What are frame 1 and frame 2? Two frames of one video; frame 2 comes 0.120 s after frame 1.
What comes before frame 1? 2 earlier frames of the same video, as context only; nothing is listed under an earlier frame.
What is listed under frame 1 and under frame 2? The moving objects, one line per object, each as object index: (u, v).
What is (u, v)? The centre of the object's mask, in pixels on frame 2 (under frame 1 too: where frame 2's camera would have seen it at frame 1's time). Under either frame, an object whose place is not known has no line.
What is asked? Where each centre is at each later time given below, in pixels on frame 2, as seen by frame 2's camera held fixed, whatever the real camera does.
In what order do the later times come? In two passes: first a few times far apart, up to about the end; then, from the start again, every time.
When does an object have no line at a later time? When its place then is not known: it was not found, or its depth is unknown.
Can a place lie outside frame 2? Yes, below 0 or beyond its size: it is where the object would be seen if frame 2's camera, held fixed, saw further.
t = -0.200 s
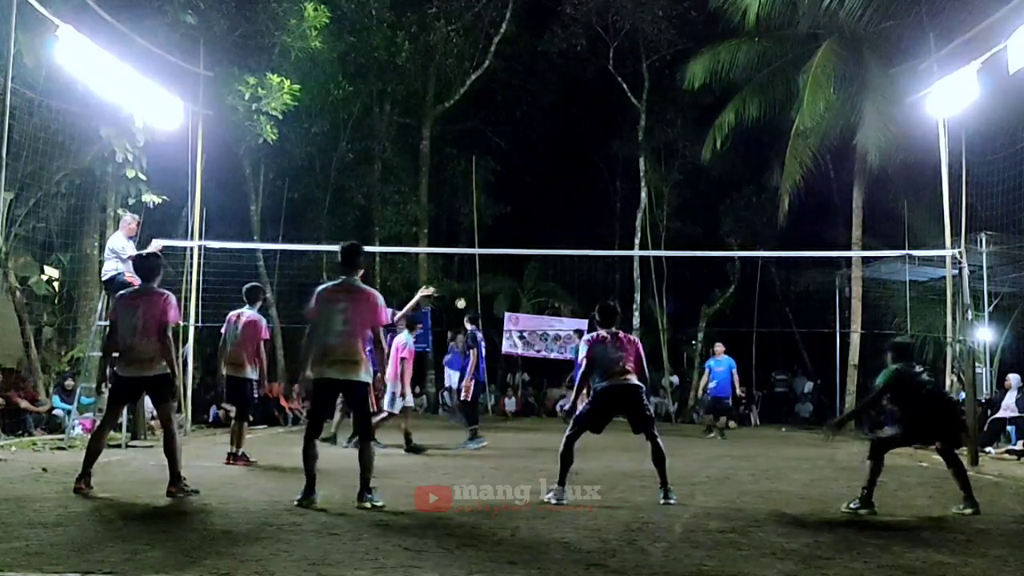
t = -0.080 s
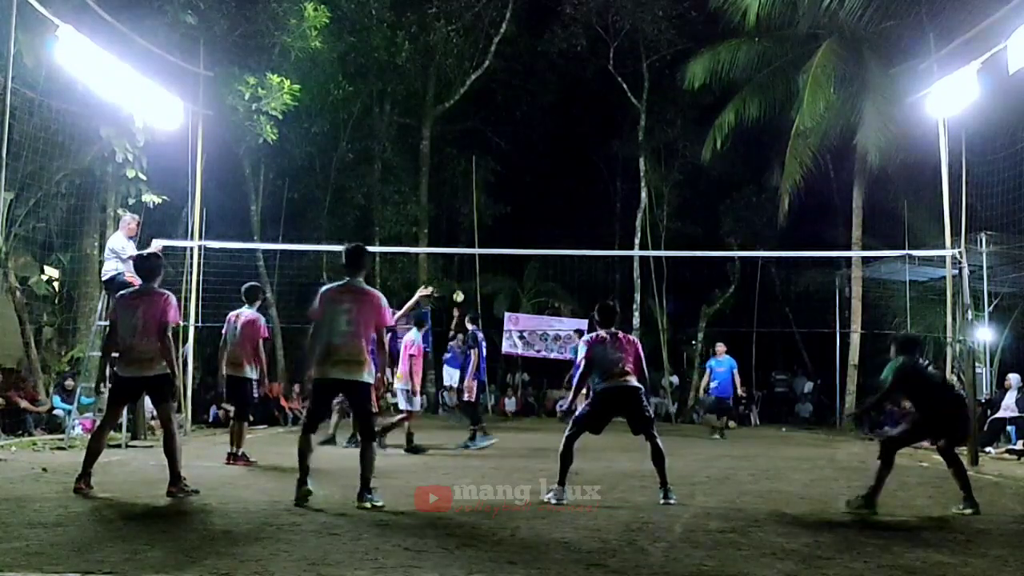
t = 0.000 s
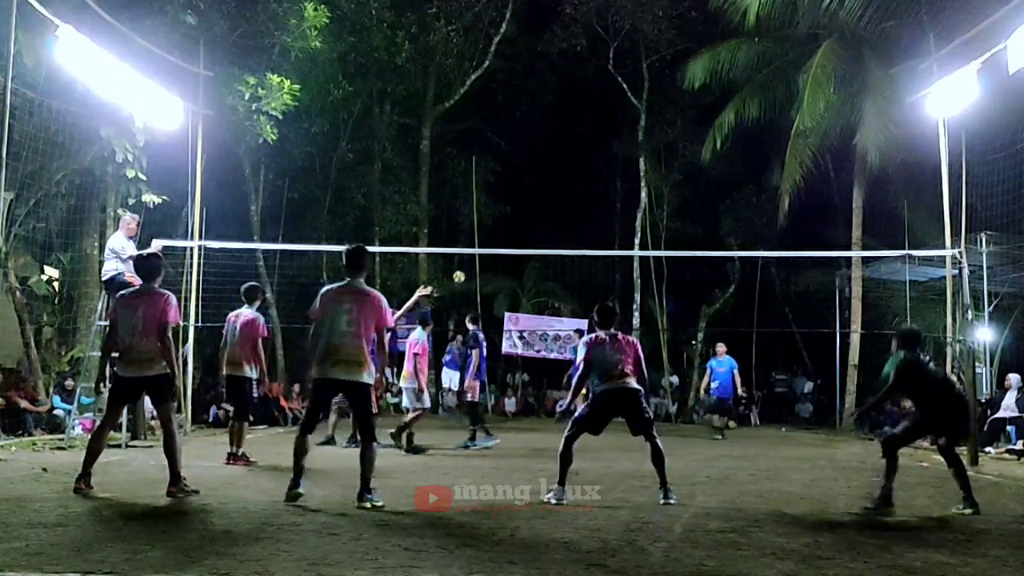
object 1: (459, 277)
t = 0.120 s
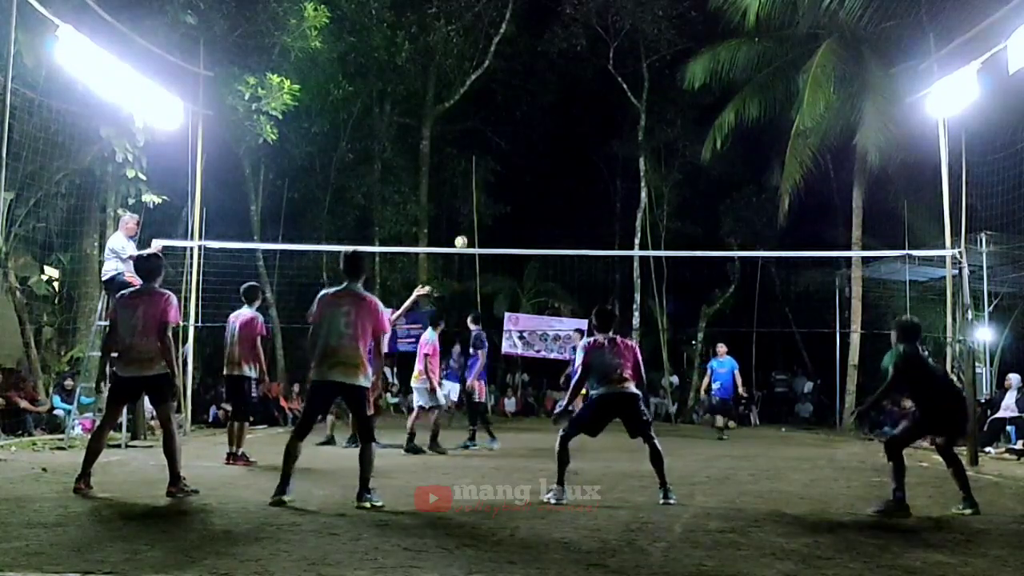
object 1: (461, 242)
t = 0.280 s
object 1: (465, 208)
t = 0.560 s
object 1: (473, 176)
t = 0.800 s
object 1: (482, 204)
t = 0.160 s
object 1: (462, 234)
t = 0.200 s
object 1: (463, 226)
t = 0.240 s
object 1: (464, 215)
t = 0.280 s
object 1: (465, 208)
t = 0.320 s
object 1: (466, 202)
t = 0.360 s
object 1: (468, 193)
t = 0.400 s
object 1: (469, 187)
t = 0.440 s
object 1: (470, 182)
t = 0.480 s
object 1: (471, 179)
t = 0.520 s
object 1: (472, 177)
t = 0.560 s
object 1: (473, 176)
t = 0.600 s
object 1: (474, 175)
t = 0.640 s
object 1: (474, 176)
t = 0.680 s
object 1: (476, 181)
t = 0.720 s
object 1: (477, 186)
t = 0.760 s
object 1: (480, 196)
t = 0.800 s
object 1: (482, 204)
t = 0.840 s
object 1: (484, 215)
